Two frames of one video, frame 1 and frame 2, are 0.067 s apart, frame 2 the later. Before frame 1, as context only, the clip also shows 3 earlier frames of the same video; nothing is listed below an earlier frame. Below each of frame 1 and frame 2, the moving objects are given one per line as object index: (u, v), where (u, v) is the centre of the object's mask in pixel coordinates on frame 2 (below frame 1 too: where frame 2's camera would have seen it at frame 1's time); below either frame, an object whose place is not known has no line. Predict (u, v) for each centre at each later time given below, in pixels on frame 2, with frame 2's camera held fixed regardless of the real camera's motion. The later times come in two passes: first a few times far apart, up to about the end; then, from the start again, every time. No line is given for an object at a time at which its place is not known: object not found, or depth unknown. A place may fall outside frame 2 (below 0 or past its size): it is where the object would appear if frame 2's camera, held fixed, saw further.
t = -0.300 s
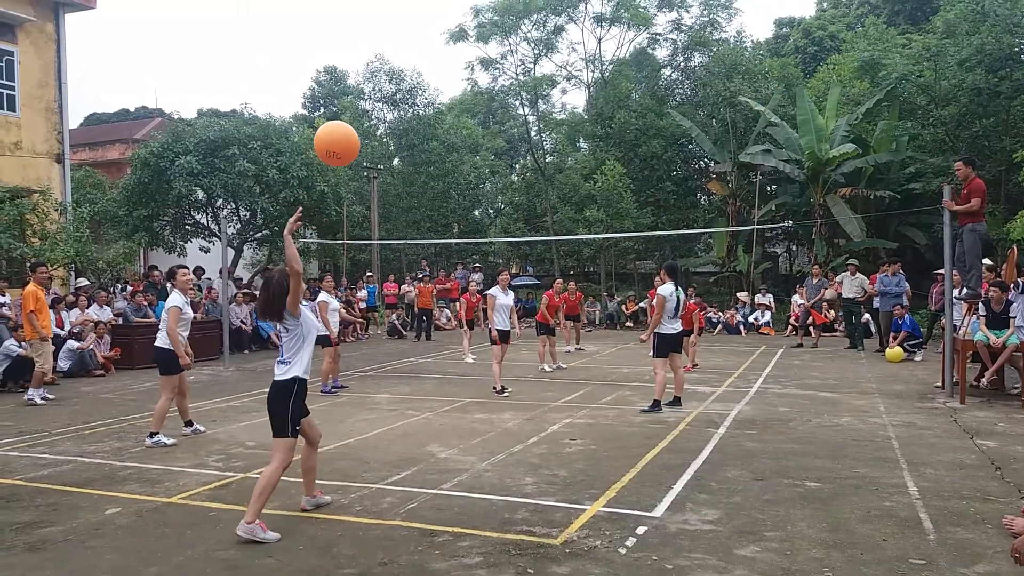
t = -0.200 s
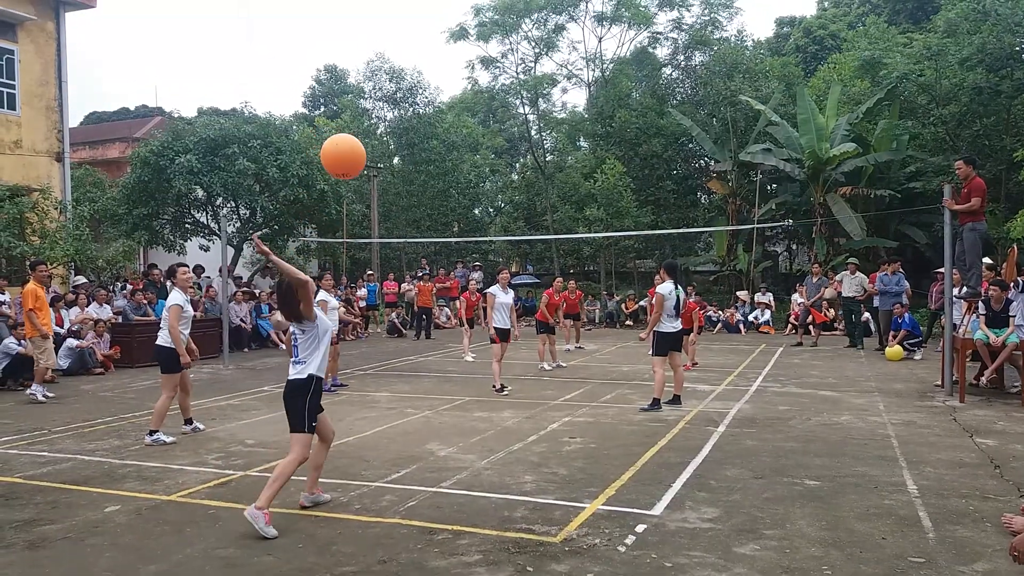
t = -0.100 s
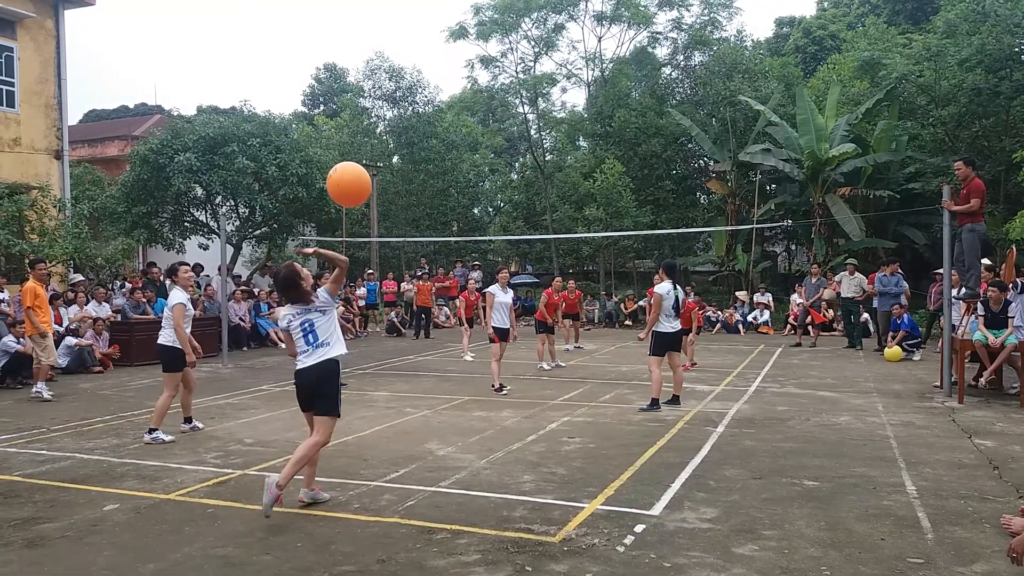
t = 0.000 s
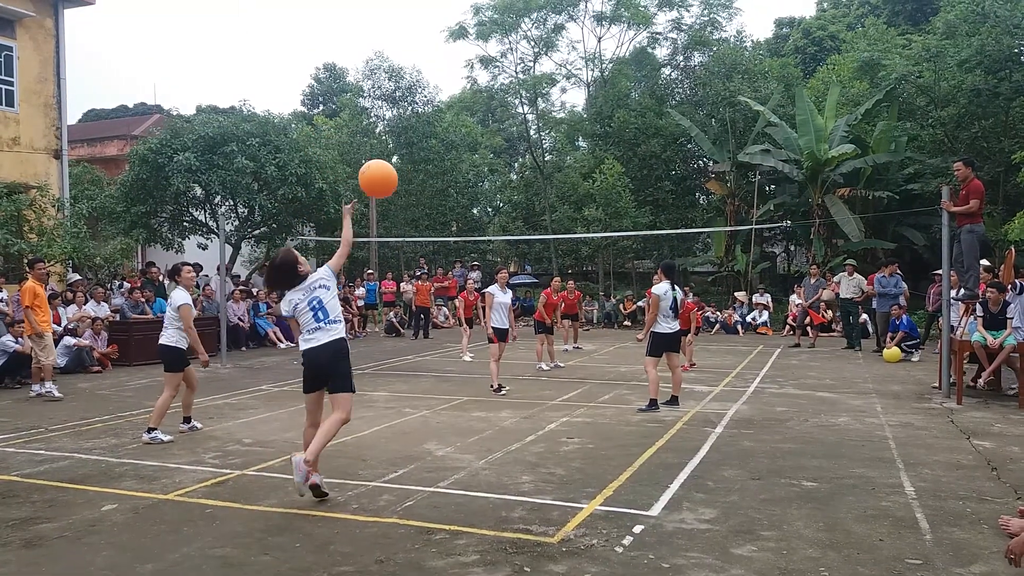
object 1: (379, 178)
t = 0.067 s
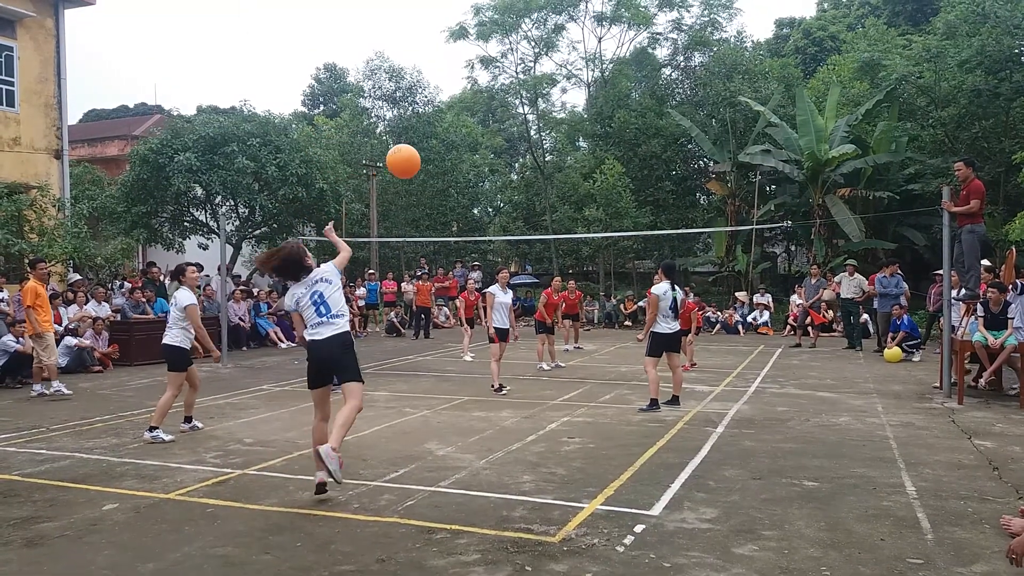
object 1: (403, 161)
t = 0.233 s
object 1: (441, 142)
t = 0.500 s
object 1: (470, 160)
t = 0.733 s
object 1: (480, 203)
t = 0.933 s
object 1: (487, 252)
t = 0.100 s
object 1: (413, 155)
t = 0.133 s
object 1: (422, 150)
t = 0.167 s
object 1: (429, 146)
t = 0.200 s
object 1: (435, 143)
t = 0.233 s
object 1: (441, 142)
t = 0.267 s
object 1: (447, 141)
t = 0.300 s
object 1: (452, 142)
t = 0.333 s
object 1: (457, 144)
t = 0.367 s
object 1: (460, 146)
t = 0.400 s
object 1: (463, 149)
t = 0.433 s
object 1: (466, 152)
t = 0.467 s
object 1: (468, 156)
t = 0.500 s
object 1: (470, 160)
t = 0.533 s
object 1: (472, 165)
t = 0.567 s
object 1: (473, 171)
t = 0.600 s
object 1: (474, 176)
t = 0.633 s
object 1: (476, 182)
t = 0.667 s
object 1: (477, 189)
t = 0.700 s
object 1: (479, 196)
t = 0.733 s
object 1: (480, 203)
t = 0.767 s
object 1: (481, 210)
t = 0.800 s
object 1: (482, 218)
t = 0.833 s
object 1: (483, 226)
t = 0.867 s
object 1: (484, 234)
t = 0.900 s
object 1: (486, 244)
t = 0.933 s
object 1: (487, 252)
